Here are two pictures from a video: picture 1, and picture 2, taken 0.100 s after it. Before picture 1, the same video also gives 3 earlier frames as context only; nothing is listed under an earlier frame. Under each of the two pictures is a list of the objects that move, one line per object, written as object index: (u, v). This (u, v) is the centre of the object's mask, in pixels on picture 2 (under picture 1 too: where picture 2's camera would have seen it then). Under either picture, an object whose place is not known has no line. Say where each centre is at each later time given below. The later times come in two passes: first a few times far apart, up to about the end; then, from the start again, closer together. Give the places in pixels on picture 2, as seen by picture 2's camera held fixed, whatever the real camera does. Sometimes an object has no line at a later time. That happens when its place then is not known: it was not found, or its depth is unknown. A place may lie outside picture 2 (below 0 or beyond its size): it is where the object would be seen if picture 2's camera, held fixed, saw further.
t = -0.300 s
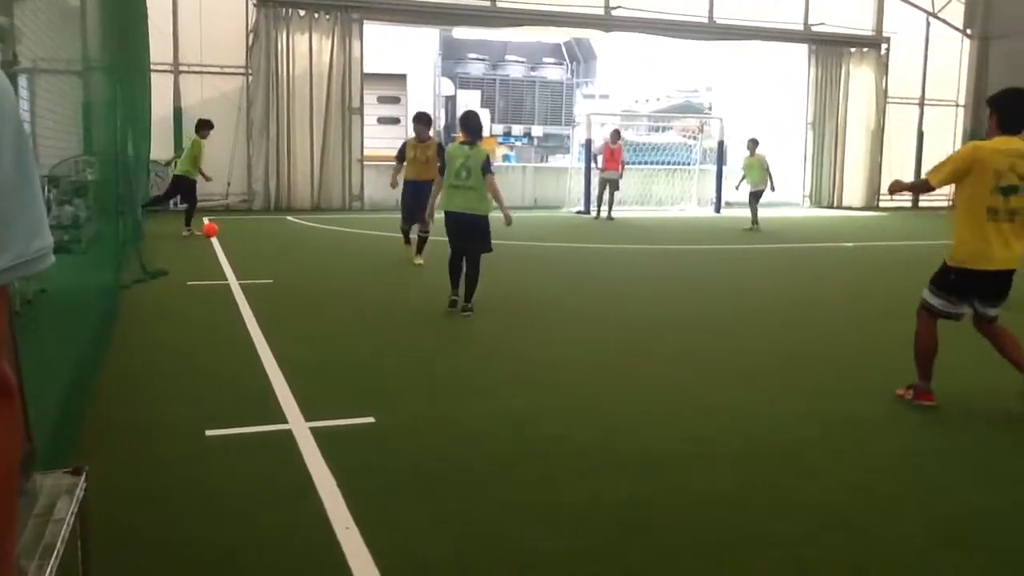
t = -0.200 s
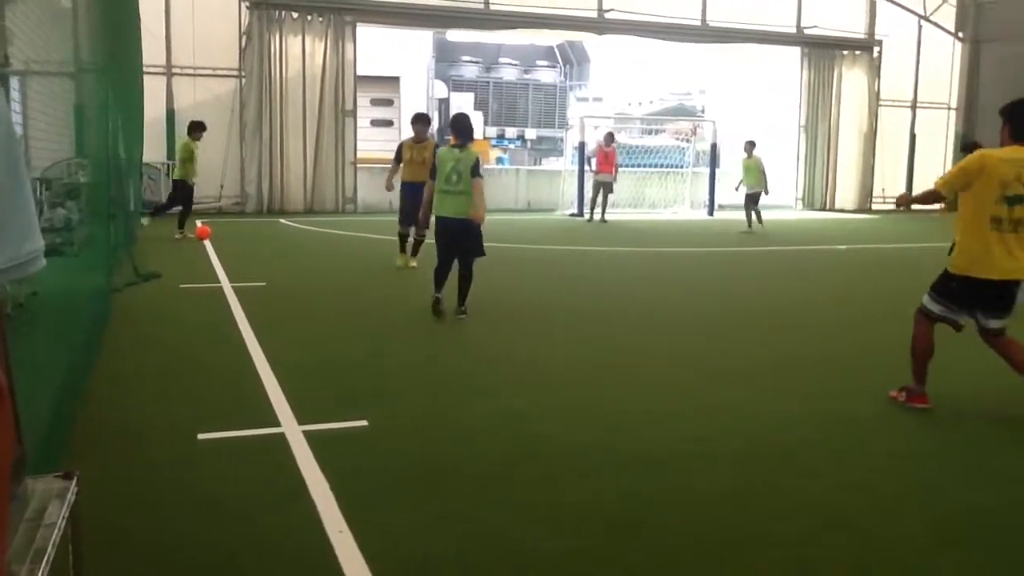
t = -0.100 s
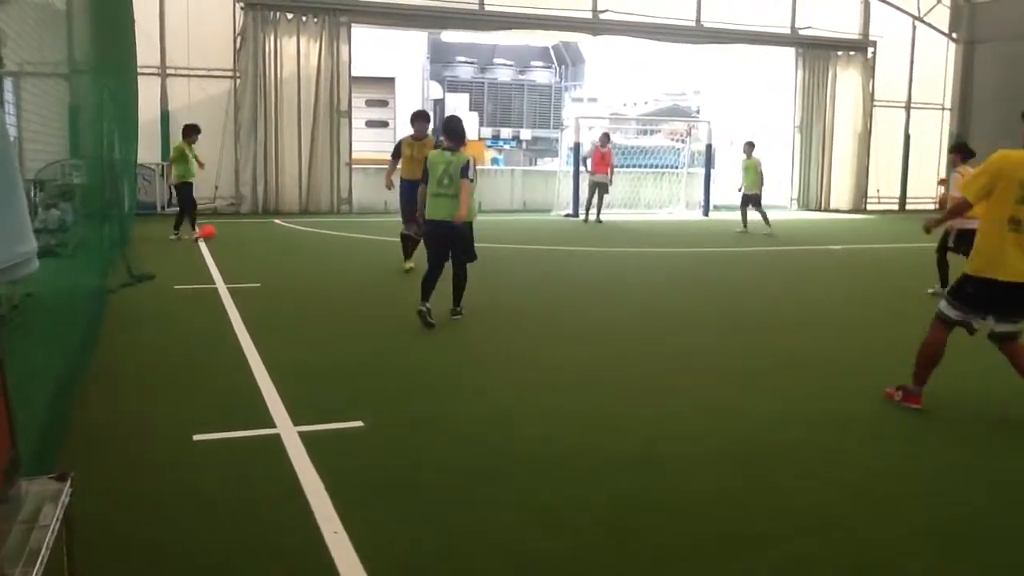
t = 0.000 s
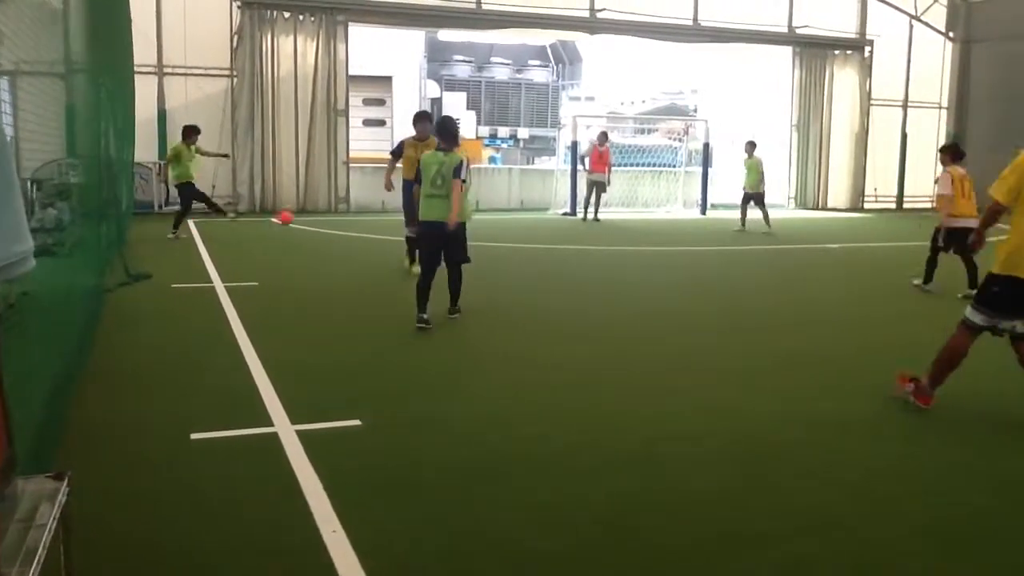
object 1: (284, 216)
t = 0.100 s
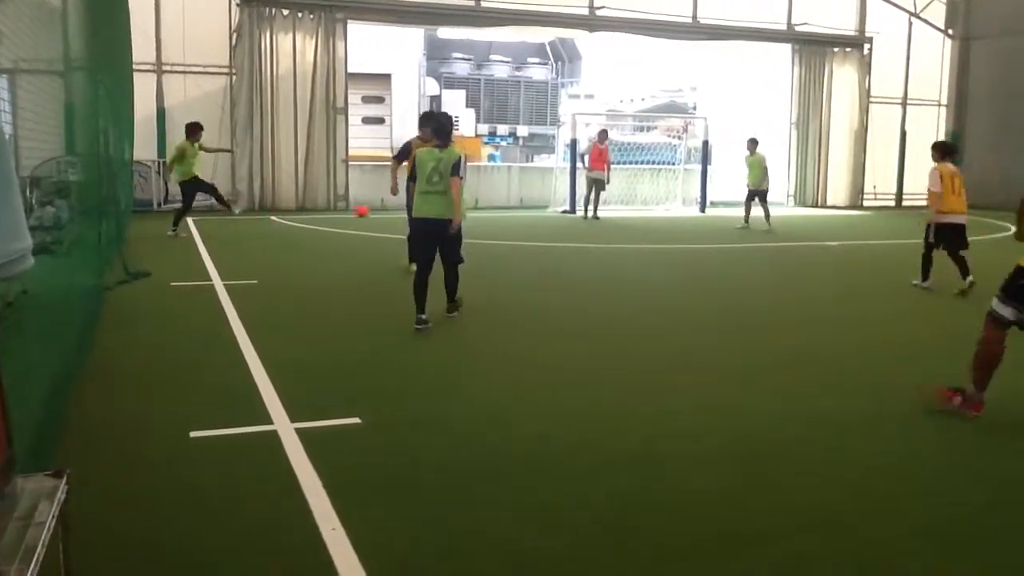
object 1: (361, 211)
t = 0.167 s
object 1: (406, 211)
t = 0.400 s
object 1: (552, 222)
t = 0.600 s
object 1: (636, 225)
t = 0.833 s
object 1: (707, 223)
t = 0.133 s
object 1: (385, 211)
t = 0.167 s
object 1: (406, 211)
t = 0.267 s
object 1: (476, 219)
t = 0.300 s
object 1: (498, 222)
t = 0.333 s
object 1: (519, 224)
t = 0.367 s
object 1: (537, 224)
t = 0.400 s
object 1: (552, 222)
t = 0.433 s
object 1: (566, 222)
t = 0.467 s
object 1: (581, 221)
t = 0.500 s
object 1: (595, 221)
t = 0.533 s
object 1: (609, 222)
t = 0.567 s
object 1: (622, 223)
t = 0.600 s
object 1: (636, 225)
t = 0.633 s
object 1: (648, 225)
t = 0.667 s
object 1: (659, 224)
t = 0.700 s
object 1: (669, 224)
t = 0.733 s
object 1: (679, 224)
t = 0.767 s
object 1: (689, 224)
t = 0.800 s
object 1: (698, 223)
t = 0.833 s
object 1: (707, 223)
